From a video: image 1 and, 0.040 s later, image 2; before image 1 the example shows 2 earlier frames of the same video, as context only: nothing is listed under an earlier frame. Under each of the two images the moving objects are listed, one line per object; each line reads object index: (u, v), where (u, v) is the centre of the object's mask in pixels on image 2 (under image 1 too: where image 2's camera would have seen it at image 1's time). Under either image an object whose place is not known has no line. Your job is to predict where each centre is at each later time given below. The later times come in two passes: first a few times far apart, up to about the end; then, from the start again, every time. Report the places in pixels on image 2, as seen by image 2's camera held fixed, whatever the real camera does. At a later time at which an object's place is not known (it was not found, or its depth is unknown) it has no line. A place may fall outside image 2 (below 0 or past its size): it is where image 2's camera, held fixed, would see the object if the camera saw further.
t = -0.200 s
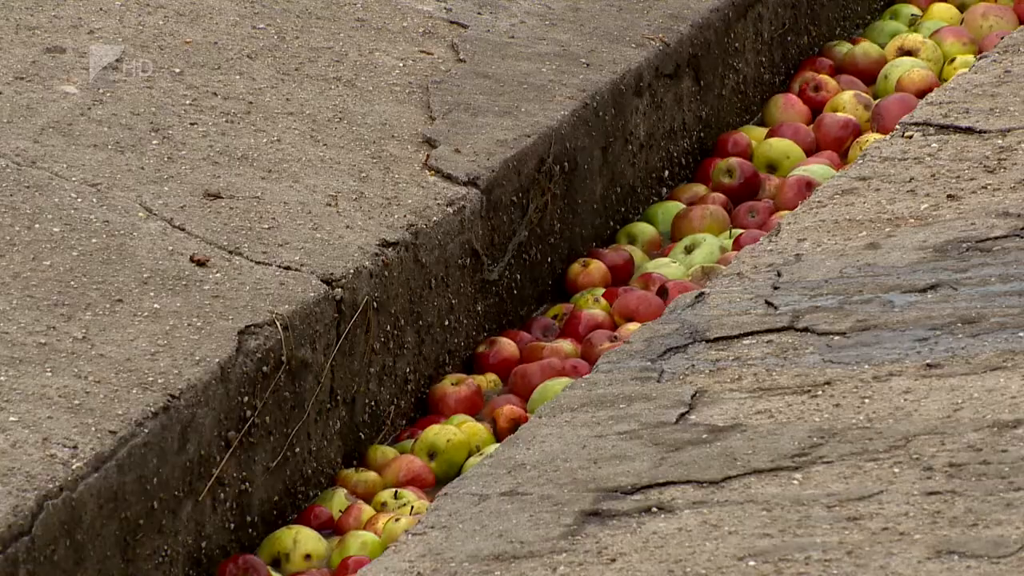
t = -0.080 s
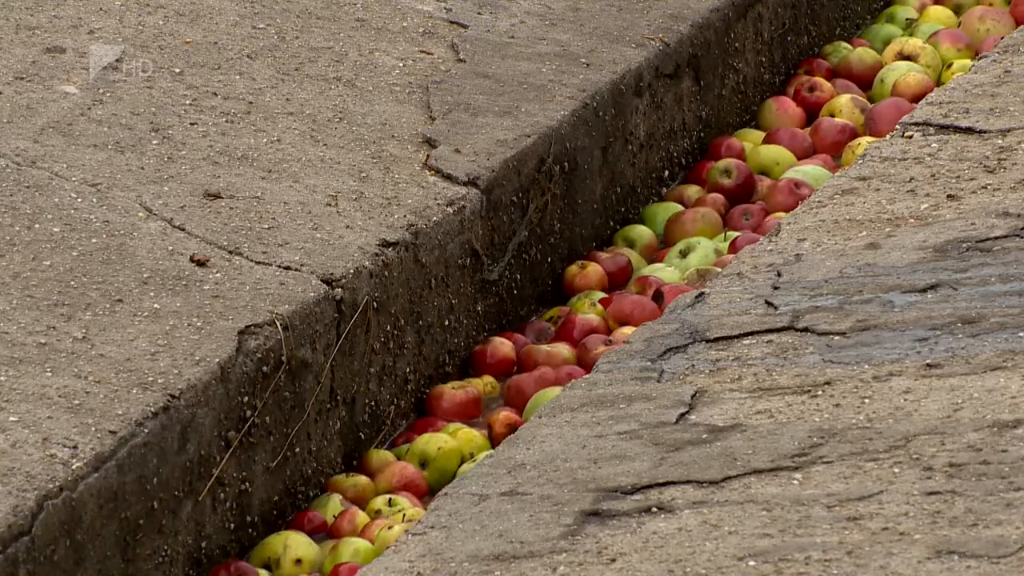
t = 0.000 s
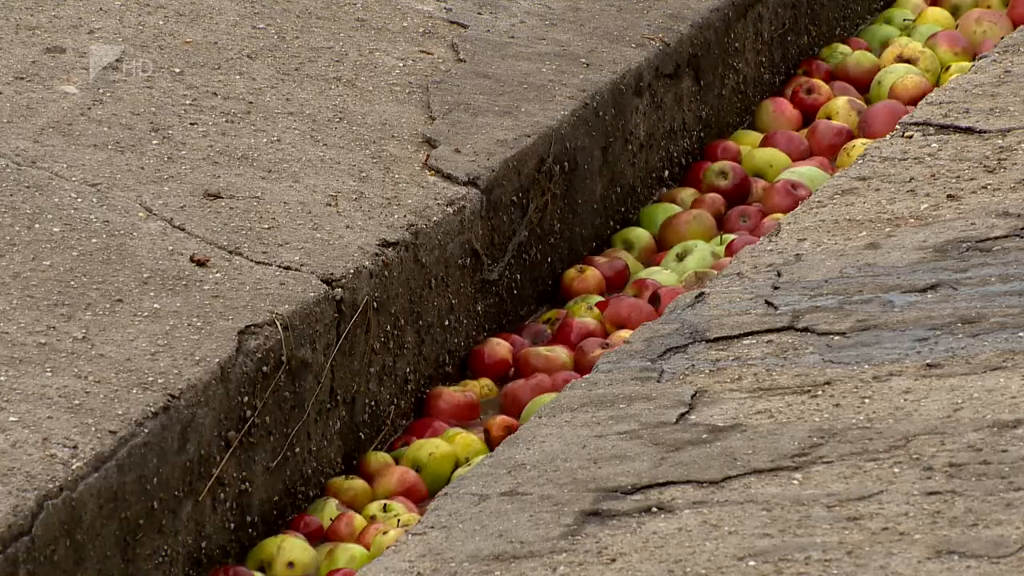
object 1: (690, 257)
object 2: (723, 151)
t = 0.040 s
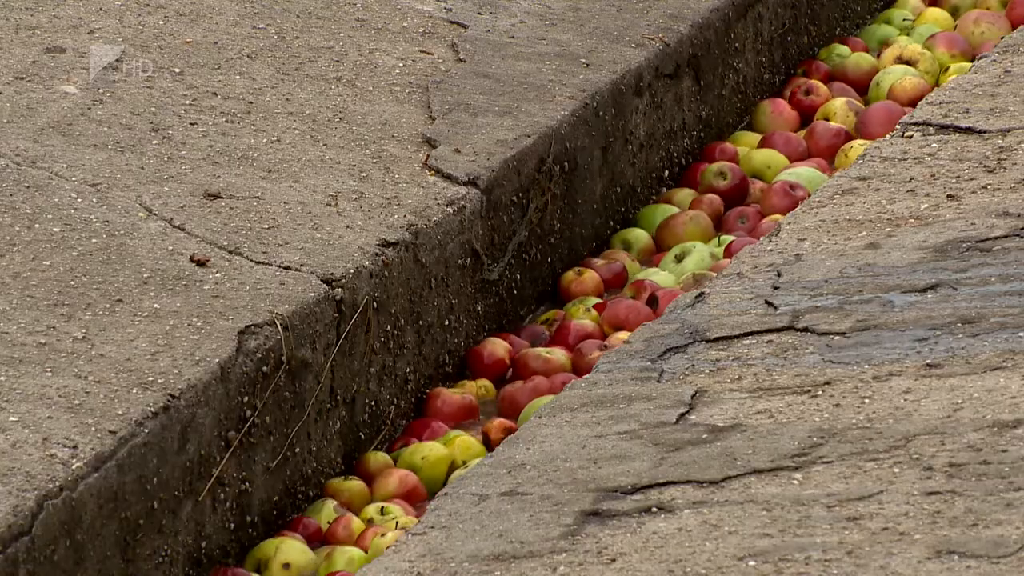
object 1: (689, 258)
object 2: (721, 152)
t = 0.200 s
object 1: (683, 264)
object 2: (709, 158)
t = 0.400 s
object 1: (674, 271)
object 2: (702, 164)
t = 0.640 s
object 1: (663, 277)
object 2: (698, 170)
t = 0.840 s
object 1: (655, 284)
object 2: (695, 174)
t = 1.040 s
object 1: (649, 292)
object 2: (688, 180)
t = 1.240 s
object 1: (643, 299)
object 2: (683, 182)
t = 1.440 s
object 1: (636, 305)
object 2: (683, 188)
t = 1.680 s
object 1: (624, 313)
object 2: (677, 195)
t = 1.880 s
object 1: (616, 323)
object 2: (669, 202)
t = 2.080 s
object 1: (607, 334)
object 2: (661, 206)
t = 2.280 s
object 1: (598, 342)
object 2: (655, 213)
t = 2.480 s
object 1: (588, 351)
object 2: (648, 217)
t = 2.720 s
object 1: (576, 361)
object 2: (641, 221)
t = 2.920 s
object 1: (568, 368)
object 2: (636, 225)
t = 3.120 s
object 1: (560, 375)
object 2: (630, 230)
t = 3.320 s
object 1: (550, 383)
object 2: (632, 234)
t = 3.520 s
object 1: (538, 393)
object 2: (629, 241)
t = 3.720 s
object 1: (525, 405)
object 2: (624, 250)
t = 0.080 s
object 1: (687, 260)
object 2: (717, 154)
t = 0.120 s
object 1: (686, 261)
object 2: (715, 155)
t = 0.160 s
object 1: (684, 263)
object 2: (712, 157)
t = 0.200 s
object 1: (683, 264)
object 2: (709, 158)
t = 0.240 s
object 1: (682, 266)
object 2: (705, 159)
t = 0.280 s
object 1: (680, 267)
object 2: (703, 161)
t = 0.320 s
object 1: (678, 268)
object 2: (704, 161)
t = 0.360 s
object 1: (676, 270)
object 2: (702, 163)
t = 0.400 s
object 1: (674, 271)
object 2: (702, 164)
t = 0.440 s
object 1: (673, 272)
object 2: (702, 165)
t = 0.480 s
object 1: (671, 273)
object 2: (701, 167)
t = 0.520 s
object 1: (669, 274)
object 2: (699, 168)
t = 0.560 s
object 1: (667, 275)
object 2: (699, 169)
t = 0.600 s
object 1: (665, 276)
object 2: (698, 170)
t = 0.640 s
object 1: (663, 277)
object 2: (698, 170)
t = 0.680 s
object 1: (661, 279)
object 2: (697, 170)
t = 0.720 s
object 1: (659, 280)
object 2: (697, 171)
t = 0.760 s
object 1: (658, 281)
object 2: (695, 172)
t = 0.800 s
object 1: (657, 282)
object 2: (696, 173)
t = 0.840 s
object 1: (655, 284)
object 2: (695, 174)
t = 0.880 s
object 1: (654, 285)
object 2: (692, 176)
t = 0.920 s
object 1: (652, 287)
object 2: (691, 177)
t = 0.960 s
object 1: (651, 289)
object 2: (691, 178)
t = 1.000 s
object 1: (650, 290)
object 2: (690, 179)
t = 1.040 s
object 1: (649, 292)
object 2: (688, 180)
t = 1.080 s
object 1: (648, 293)
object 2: (686, 181)
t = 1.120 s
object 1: (648, 295)
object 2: (685, 181)
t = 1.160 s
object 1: (646, 297)
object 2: (685, 181)
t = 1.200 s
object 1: (644, 298)
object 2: (685, 181)
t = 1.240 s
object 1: (643, 299)
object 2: (683, 182)
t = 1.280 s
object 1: (642, 300)
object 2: (684, 182)
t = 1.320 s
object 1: (640, 301)
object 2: (684, 183)
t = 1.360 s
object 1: (639, 302)
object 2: (683, 185)
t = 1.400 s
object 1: (638, 303)
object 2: (683, 187)
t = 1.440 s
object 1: (636, 305)
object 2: (683, 188)
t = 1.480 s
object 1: (633, 306)
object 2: (683, 190)
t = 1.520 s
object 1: (631, 307)
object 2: (682, 192)
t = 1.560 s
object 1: (630, 309)
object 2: (681, 193)
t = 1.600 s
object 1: (628, 310)
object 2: (679, 194)
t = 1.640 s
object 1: (626, 311)
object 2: (678, 194)
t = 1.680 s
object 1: (624, 313)
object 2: (677, 195)
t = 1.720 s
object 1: (622, 314)
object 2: (675, 197)
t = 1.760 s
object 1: (620, 316)
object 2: (673, 199)
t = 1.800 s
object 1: (618, 319)
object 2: (673, 199)
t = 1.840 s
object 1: (617, 321)
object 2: (672, 200)
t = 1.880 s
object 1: (616, 323)
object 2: (669, 202)
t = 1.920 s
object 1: (614, 325)
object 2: (668, 203)
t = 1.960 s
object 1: (612, 327)
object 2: (666, 203)
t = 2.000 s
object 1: (611, 330)
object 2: (664, 204)
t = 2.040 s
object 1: (608, 332)
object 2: (663, 204)
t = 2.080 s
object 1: (607, 334)
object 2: (661, 206)
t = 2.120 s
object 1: (605, 336)
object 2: (660, 207)
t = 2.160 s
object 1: (603, 337)
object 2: (659, 209)
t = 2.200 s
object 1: (601, 339)
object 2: (657, 210)
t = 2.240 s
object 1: (599, 341)
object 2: (656, 212)
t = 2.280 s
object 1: (598, 342)
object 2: (655, 213)
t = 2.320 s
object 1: (596, 344)
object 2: (653, 215)
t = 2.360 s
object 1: (594, 346)
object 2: (651, 215)
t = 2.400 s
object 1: (592, 347)
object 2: (649, 216)
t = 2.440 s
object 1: (590, 349)
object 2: (648, 217)
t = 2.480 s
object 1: (588, 351)
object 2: (648, 217)
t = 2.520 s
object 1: (586, 353)
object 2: (646, 218)
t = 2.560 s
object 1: (583, 355)
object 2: (644, 219)
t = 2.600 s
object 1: (581, 356)
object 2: (642, 221)
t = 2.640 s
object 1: (579, 358)
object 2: (641, 222)
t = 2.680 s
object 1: (577, 360)
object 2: (641, 221)
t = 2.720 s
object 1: (576, 361)
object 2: (641, 221)
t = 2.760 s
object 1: (574, 363)
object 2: (641, 221)
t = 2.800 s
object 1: (573, 364)
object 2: (641, 221)
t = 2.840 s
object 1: (571, 365)
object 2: (640, 222)
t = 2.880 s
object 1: (570, 367)
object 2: (638, 223)
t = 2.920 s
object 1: (568, 368)
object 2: (636, 225)
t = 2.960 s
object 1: (567, 370)
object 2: (634, 226)
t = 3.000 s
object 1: (565, 371)
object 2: (633, 226)
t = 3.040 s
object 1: (564, 373)
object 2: (633, 227)
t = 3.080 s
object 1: (562, 374)
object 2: (632, 228)
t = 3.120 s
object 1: (560, 375)
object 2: (630, 230)
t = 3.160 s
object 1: (558, 377)
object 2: (629, 231)
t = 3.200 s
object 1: (555, 378)
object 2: (629, 231)
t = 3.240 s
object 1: (554, 379)
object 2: (630, 231)
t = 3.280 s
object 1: (552, 381)
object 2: (631, 232)
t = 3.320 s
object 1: (550, 383)
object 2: (632, 234)
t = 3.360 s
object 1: (548, 385)
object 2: (631, 236)
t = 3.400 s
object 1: (546, 387)
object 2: (630, 238)
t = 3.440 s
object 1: (543, 389)
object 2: (629, 239)
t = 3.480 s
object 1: (541, 391)
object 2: (629, 240)
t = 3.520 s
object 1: (538, 393)
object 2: (629, 241)
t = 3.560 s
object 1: (536, 396)
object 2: (629, 244)
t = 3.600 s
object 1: (533, 398)
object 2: (627, 245)
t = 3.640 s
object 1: (531, 400)
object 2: (626, 247)
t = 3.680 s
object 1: (527, 403)
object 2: (625, 249)
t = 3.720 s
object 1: (525, 405)
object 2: (624, 250)
